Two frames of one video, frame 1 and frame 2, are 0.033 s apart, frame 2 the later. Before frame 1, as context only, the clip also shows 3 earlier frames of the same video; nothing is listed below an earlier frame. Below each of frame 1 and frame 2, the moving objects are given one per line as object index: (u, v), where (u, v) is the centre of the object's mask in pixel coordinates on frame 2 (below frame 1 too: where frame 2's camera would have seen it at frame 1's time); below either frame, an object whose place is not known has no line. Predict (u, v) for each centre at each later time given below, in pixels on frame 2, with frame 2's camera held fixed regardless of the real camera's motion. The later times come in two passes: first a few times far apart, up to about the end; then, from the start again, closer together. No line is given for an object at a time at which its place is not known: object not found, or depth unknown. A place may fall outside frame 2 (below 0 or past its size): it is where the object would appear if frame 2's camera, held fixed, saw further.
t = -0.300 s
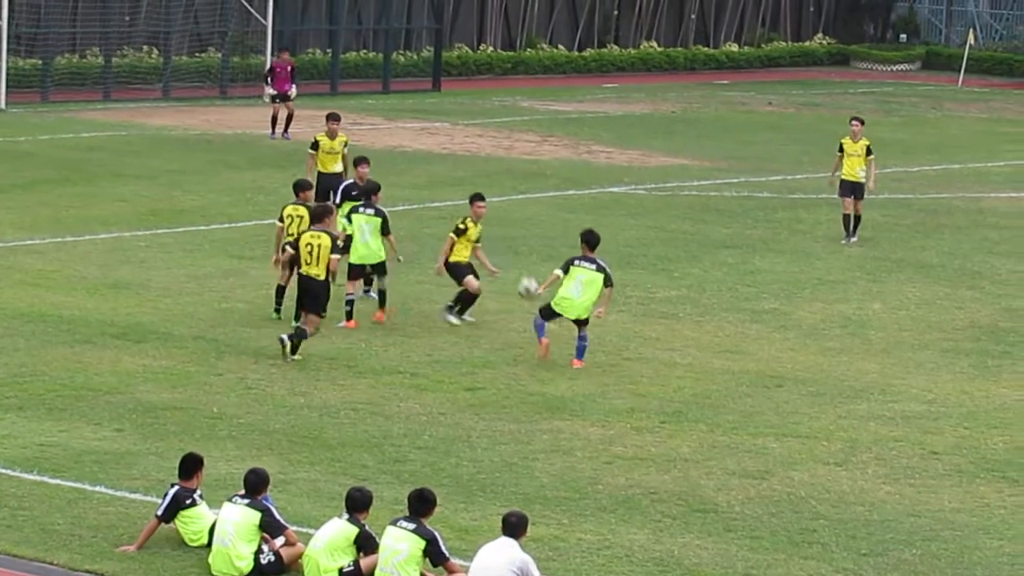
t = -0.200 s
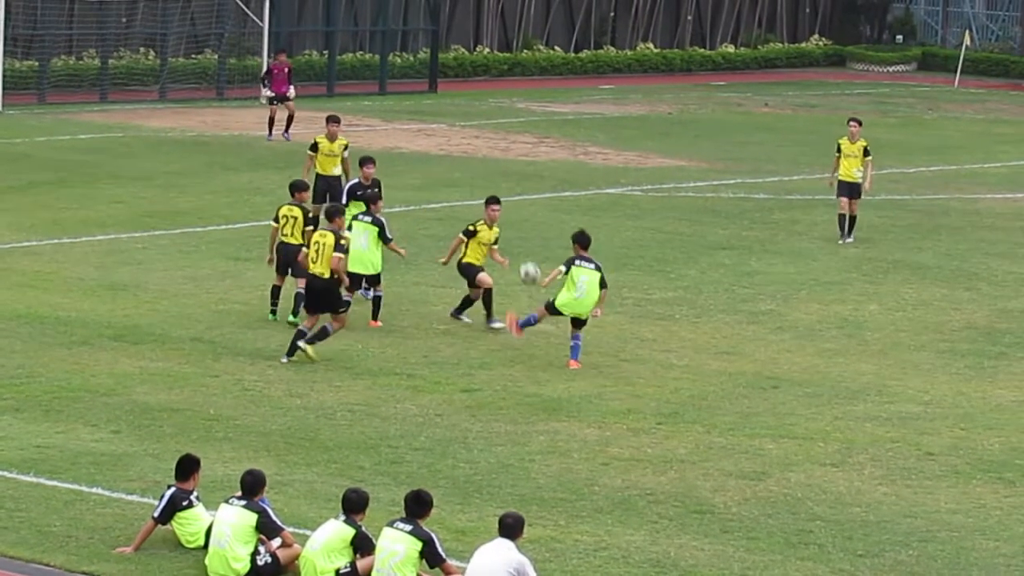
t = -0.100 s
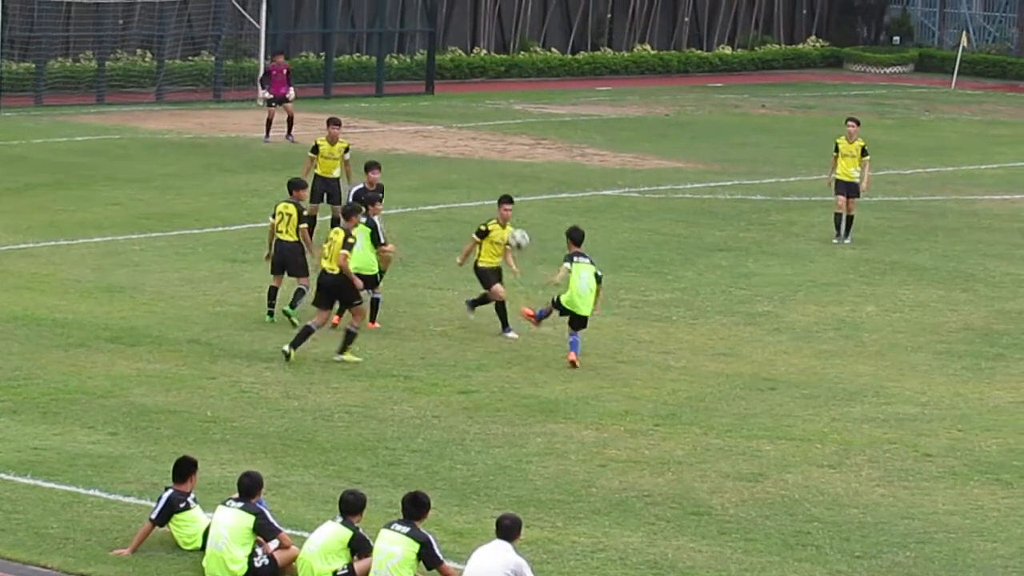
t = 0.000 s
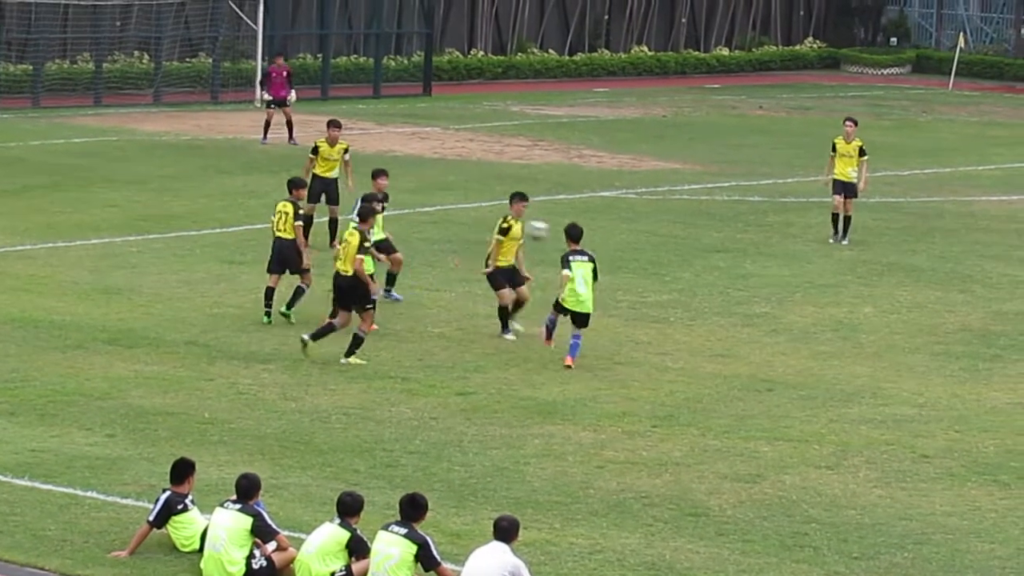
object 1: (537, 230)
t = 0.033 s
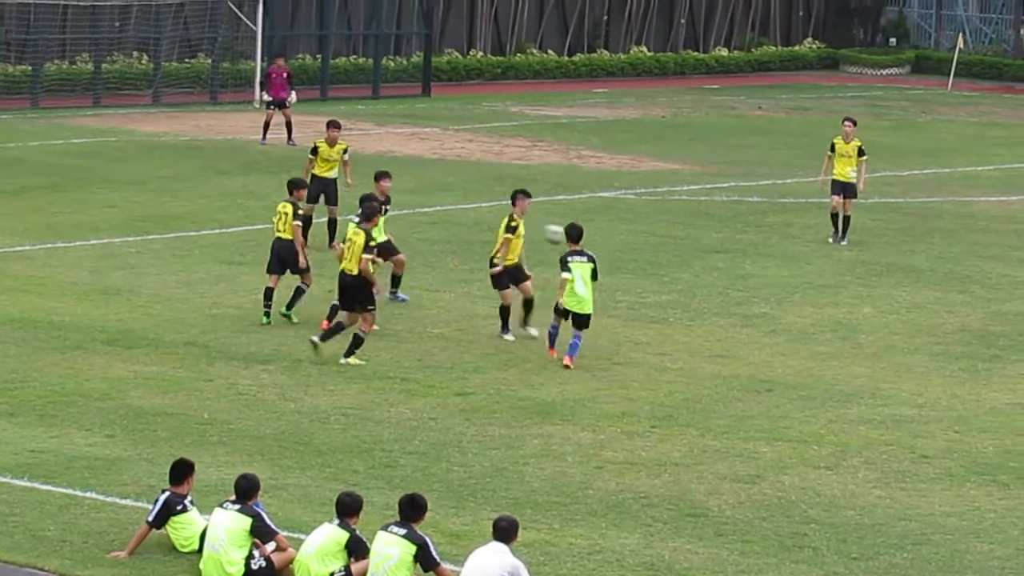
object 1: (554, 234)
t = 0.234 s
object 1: (669, 276)
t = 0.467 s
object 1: (799, 359)
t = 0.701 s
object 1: (870, 321)
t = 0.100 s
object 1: (593, 243)
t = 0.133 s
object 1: (612, 251)
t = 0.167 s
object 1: (631, 258)
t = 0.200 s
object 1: (651, 267)
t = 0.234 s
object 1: (669, 276)
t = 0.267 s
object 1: (688, 288)
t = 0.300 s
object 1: (707, 297)
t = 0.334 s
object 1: (728, 312)
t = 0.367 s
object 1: (746, 325)
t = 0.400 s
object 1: (764, 339)
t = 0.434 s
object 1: (785, 355)
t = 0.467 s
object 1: (799, 359)
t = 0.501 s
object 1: (808, 349)
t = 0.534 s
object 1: (819, 342)
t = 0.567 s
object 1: (829, 336)
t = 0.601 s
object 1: (838, 331)
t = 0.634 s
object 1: (849, 327)
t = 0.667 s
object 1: (859, 323)
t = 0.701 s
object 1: (870, 321)
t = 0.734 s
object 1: (879, 320)
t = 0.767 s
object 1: (889, 320)
